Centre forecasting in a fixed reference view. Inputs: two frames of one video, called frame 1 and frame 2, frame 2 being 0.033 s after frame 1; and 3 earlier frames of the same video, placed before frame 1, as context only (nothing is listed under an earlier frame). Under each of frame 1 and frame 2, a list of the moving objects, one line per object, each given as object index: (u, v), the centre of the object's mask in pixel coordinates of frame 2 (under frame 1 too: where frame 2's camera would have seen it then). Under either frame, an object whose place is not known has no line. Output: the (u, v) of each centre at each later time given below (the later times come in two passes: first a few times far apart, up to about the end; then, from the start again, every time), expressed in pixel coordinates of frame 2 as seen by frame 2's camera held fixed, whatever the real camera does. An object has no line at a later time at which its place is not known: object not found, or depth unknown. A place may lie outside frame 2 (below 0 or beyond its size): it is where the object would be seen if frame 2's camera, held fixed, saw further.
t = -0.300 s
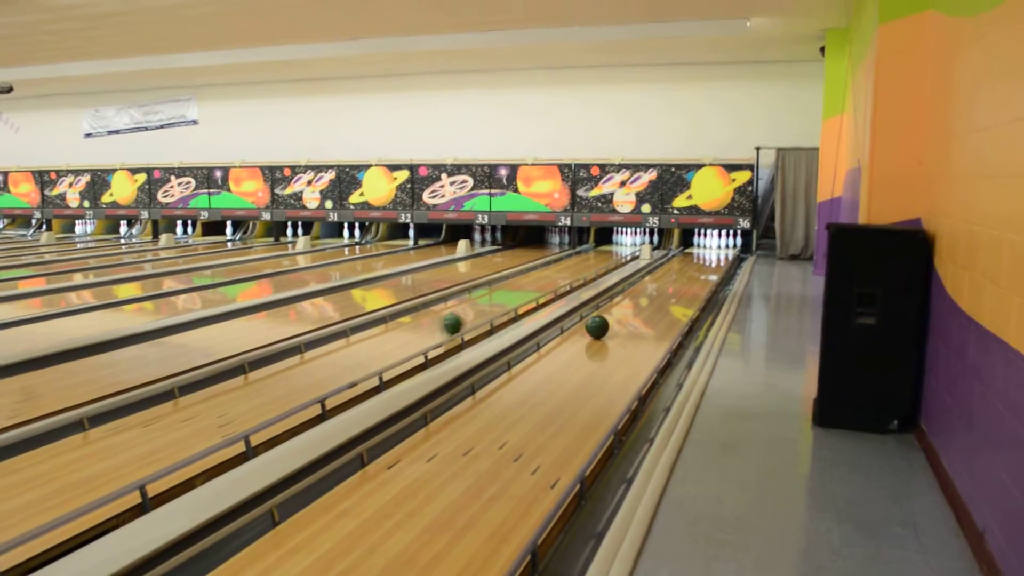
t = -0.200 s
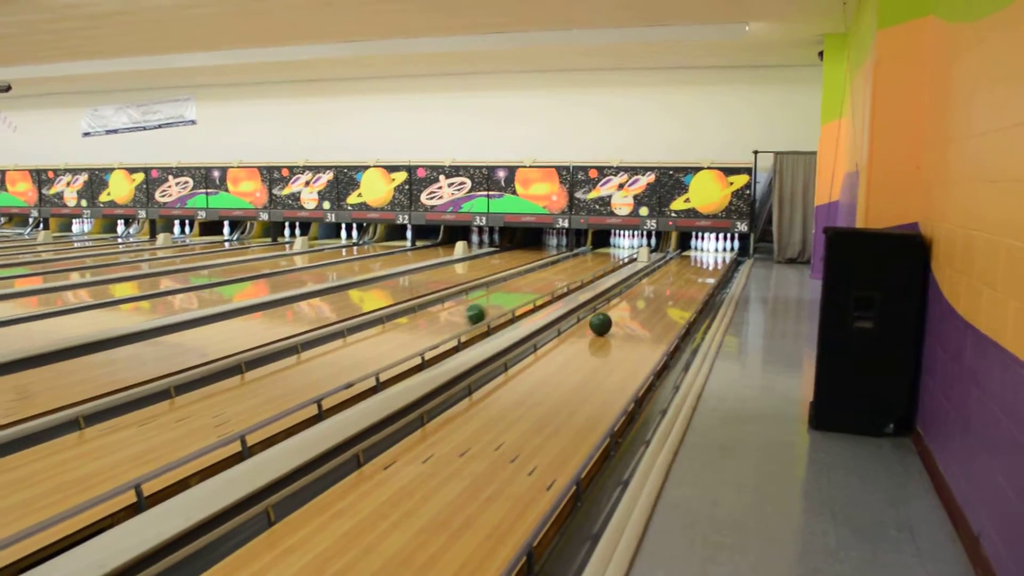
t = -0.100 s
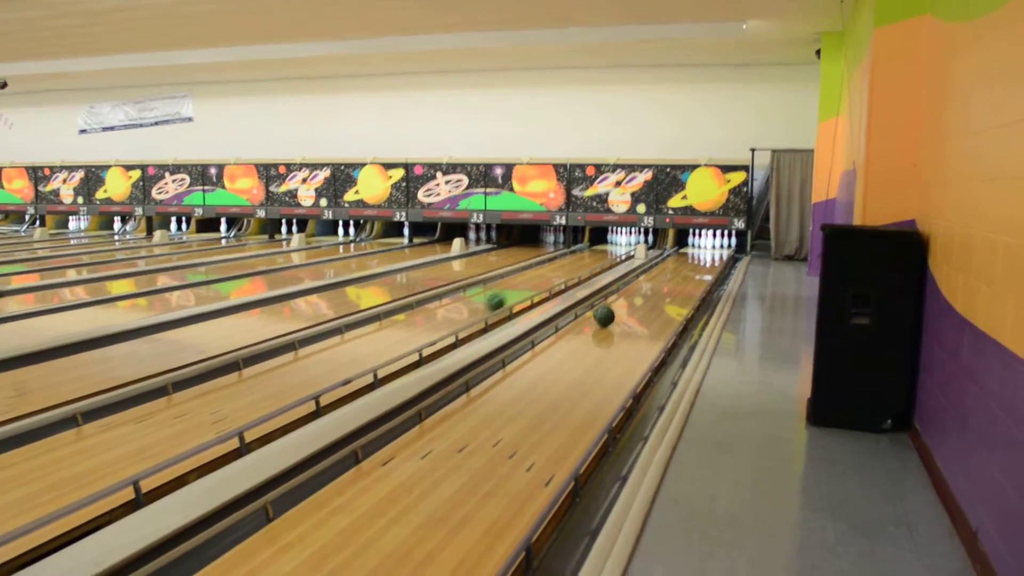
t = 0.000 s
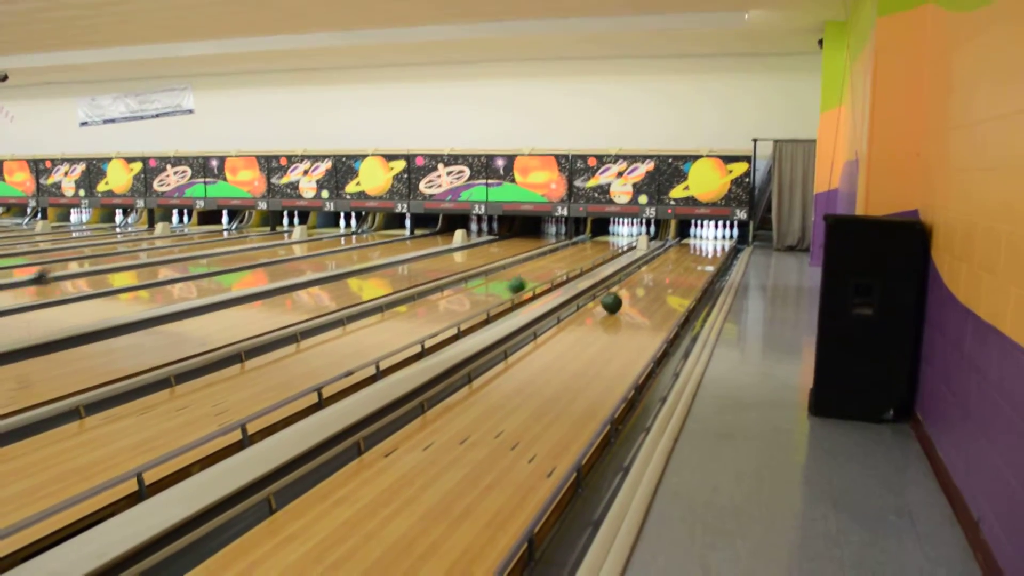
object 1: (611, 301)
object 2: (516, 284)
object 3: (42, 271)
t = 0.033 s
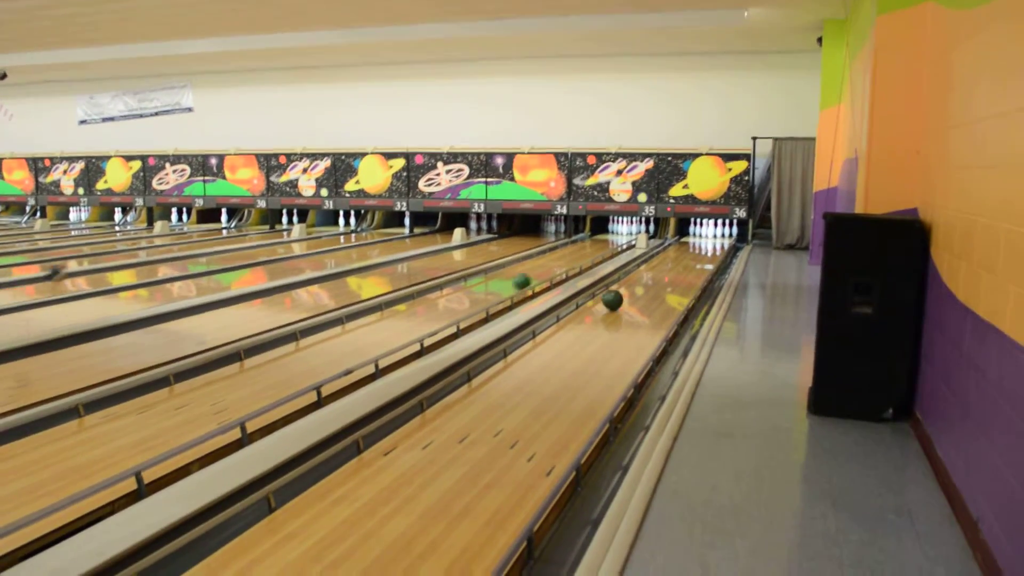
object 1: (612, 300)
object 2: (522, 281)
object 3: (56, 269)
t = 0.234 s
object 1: (622, 293)
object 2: (551, 269)
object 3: (139, 256)
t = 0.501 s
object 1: (633, 284)
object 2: (581, 257)
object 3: (215, 248)
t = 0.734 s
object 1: (641, 278)
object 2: (600, 249)
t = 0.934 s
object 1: (648, 273)
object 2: (613, 243)
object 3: (309, 236)
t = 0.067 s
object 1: (614, 299)
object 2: (527, 279)
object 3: (70, 268)
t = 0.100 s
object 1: (615, 297)
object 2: (532, 277)
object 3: (83, 268)
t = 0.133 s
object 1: (617, 296)
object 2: (537, 275)
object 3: (98, 267)
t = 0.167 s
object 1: (619, 295)
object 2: (542, 273)
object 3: (111, 265)
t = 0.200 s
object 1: (620, 294)
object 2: (546, 271)
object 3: (125, 262)
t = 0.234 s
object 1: (622, 293)
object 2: (551, 269)
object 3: (139, 256)
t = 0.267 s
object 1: (623, 292)
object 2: (555, 268)
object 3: (146, 256)
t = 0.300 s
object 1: (625, 290)
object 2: (559, 266)
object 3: (156, 255)
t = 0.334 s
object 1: (626, 289)
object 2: (563, 265)
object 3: (167, 254)
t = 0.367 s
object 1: (628, 288)
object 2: (567, 263)
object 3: (177, 252)
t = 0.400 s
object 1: (629, 287)
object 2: (571, 262)
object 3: (188, 255)
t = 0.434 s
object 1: (630, 286)
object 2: (574, 260)
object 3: (197, 254)
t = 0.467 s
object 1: (632, 285)
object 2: (578, 258)
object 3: (206, 251)
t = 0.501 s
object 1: (633, 284)
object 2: (581, 257)
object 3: (215, 248)
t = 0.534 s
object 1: (634, 283)
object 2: (584, 256)
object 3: (223, 246)
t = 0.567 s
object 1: (635, 282)
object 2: (587, 255)
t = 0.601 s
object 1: (637, 281)
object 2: (590, 253)
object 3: (240, 247)
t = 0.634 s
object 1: (638, 280)
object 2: (592, 252)
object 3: (248, 245)
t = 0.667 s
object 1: (639, 280)
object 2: (595, 251)
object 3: (256, 244)
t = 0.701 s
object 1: (640, 279)
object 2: (598, 250)
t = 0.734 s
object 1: (641, 278)
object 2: (600, 249)
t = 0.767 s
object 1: (642, 277)
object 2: (603, 248)
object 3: (277, 241)
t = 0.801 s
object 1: (644, 276)
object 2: (605, 247)
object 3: (285, 241)
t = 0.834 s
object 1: (645, 275)
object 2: (608, 246)
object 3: (290, 239)
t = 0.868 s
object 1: (646, 275)
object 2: (610, 245)
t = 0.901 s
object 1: (647, 274)
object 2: (612, 244)
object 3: (304, 237)
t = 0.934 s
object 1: (648, 273)
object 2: (613, 243)
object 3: (309, 236)
